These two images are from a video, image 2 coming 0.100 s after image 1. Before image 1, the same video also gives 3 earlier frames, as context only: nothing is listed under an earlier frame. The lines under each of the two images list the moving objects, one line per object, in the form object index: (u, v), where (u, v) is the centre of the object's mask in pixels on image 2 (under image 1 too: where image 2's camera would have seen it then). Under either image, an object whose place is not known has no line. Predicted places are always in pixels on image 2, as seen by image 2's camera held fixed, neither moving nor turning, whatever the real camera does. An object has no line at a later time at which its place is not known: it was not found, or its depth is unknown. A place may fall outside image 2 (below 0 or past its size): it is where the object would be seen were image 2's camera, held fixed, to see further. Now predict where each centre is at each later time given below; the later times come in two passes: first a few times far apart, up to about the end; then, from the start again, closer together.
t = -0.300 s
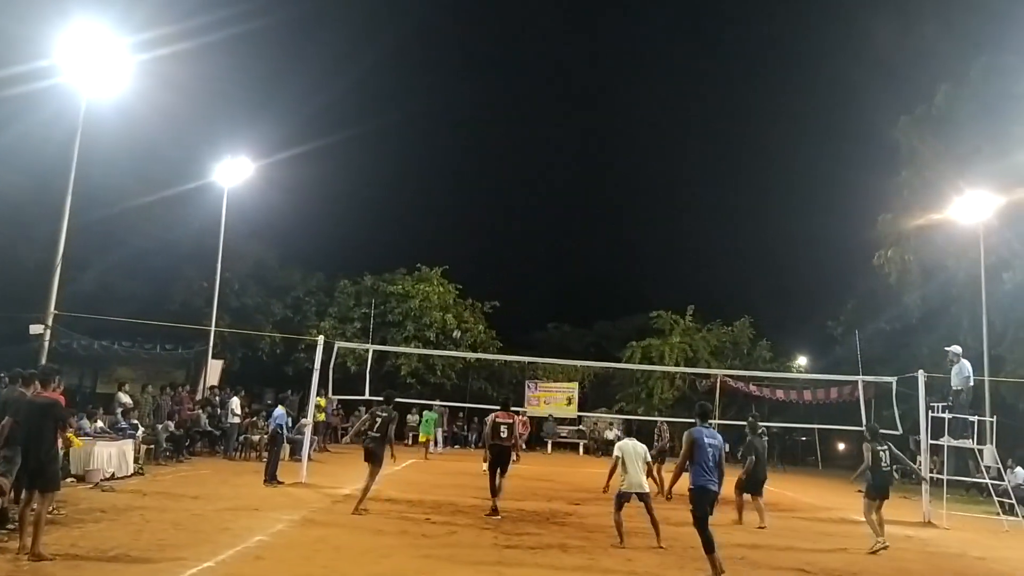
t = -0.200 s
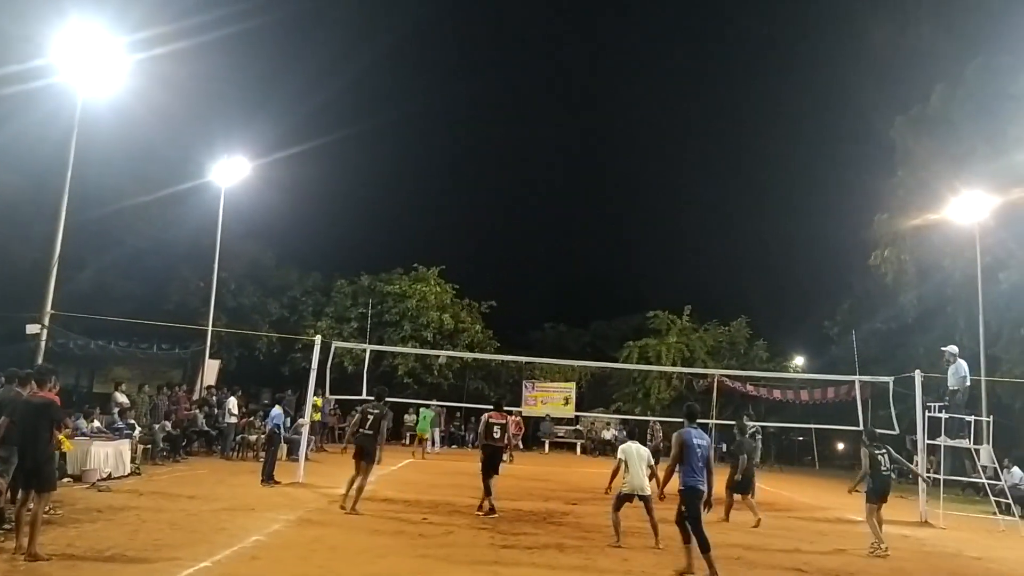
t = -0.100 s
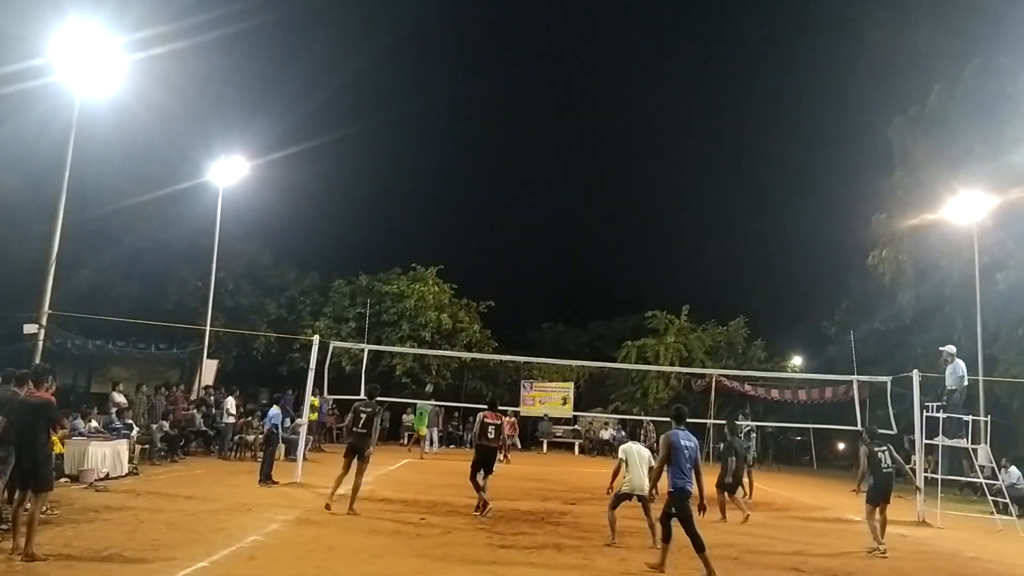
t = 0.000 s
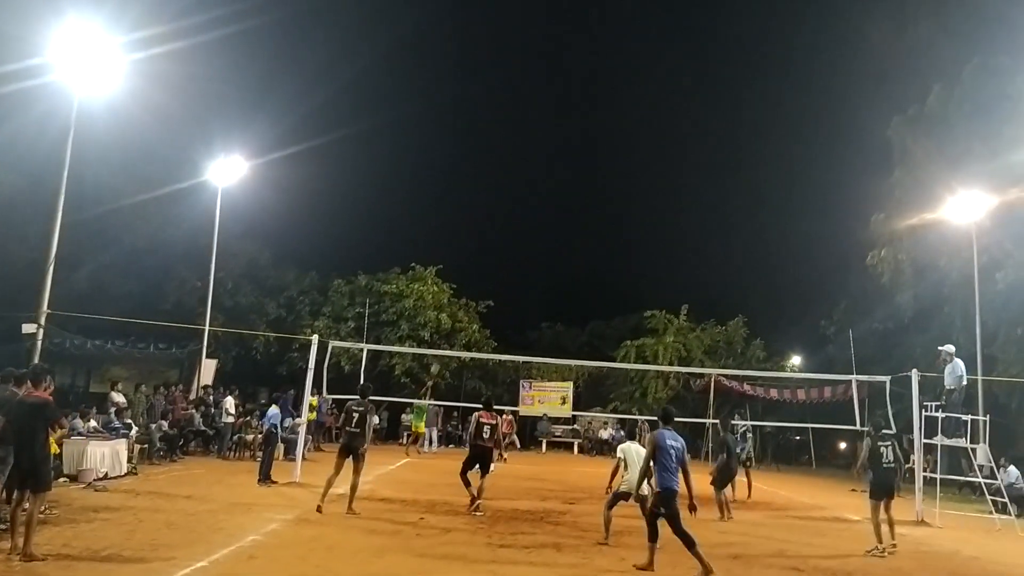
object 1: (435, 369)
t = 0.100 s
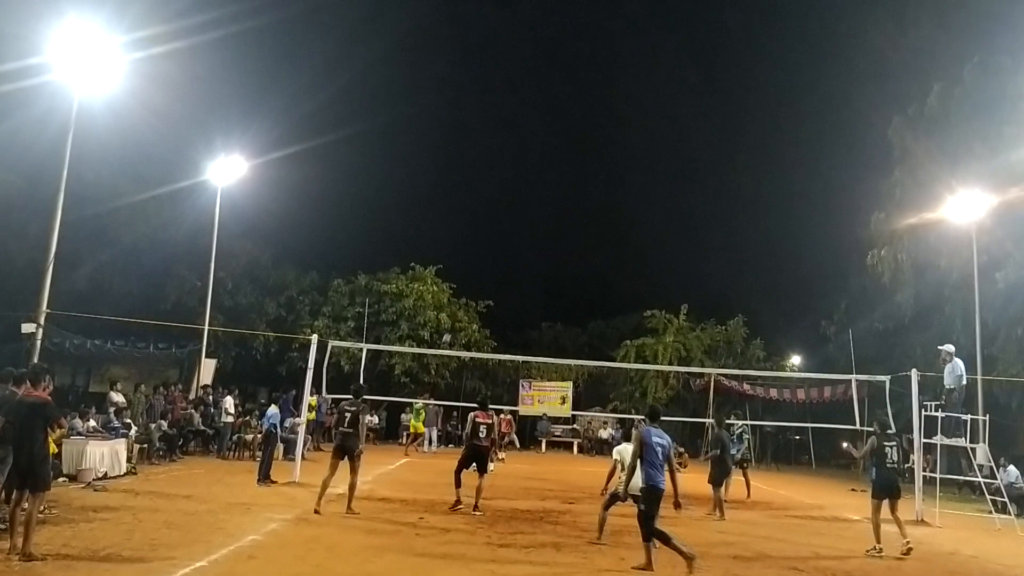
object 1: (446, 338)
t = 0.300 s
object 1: (472, 287)
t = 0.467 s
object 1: (492, 256)
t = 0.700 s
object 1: (521, 229)
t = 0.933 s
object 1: (551, 227)
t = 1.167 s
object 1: (582, 255)
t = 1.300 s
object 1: (600, 288)
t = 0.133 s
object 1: (451, 328)
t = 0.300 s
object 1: (472, 287)
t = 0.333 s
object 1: (475, 280)
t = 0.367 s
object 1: (480, 273)
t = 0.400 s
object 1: (484, 267)
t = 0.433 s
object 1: (488, 261)
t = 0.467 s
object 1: (492, 256)
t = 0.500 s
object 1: (496, 251)
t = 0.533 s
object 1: (501, 246)
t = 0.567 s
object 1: (505, 241)
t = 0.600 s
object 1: (509, 238)
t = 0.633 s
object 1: (513, 234)
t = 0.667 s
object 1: (517, 231)
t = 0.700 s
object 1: (521, 229)
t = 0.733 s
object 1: (525, 227)
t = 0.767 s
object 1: (530, 226)
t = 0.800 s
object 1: (534, 225)
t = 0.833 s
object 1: (538, 224)
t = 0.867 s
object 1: (542, 224)
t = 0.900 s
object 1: (547, 225)
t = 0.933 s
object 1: (551, 227)
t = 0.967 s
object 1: (556, 229)
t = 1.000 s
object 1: (560, 231)
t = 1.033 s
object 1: (564, 235)
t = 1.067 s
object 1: (569, 239)
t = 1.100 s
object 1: (573, 243)
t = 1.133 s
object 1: (577, 249)
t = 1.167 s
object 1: (582, 255)
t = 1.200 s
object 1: (586, 262)
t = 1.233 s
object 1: (591, 270)
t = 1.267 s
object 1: (596, 278)
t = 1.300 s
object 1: (600, 288)
